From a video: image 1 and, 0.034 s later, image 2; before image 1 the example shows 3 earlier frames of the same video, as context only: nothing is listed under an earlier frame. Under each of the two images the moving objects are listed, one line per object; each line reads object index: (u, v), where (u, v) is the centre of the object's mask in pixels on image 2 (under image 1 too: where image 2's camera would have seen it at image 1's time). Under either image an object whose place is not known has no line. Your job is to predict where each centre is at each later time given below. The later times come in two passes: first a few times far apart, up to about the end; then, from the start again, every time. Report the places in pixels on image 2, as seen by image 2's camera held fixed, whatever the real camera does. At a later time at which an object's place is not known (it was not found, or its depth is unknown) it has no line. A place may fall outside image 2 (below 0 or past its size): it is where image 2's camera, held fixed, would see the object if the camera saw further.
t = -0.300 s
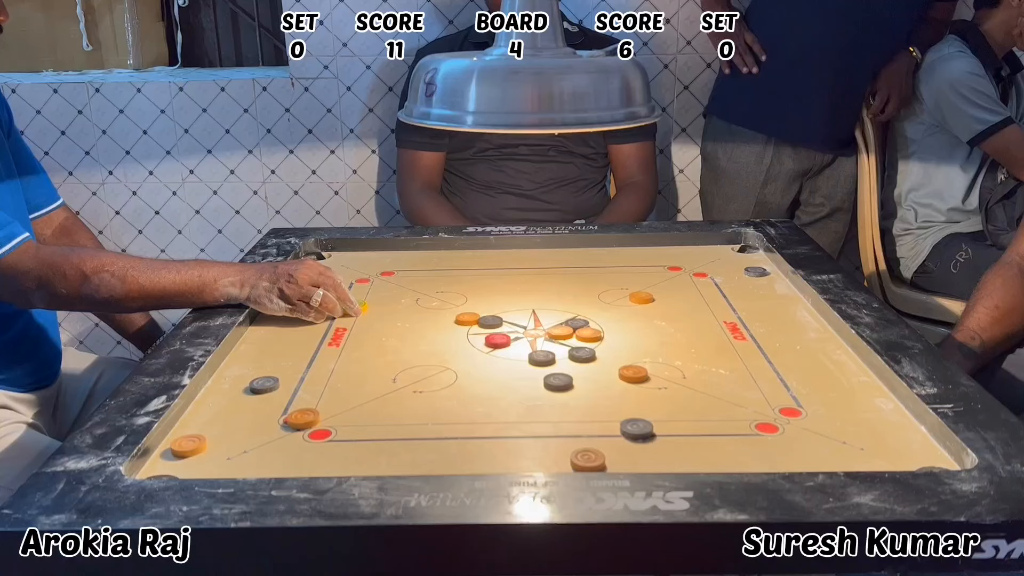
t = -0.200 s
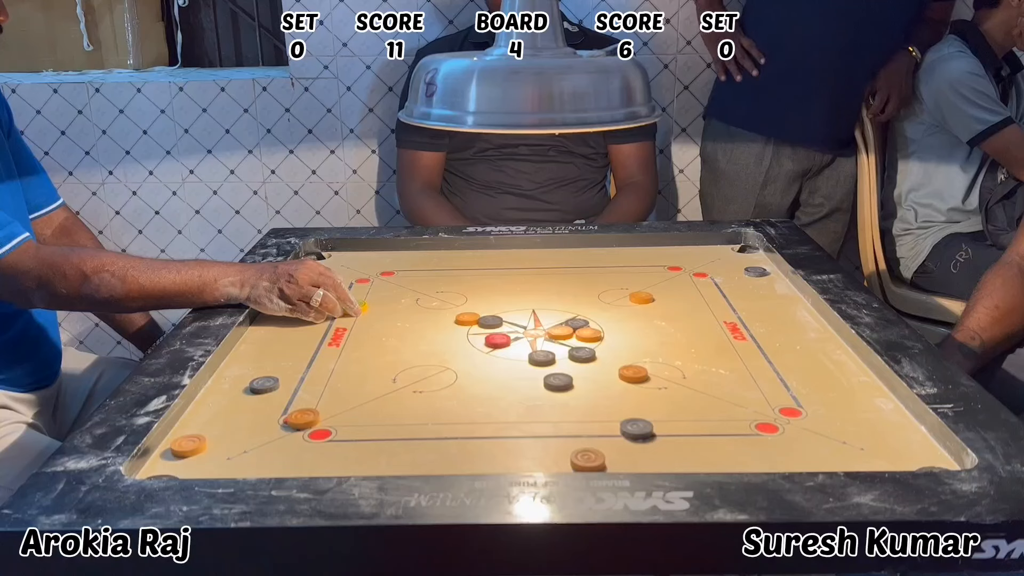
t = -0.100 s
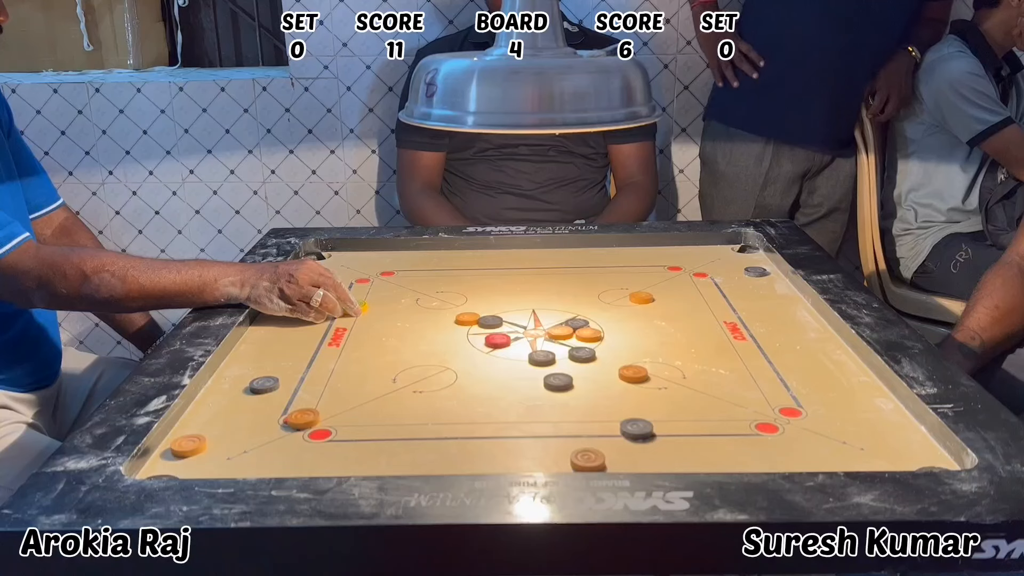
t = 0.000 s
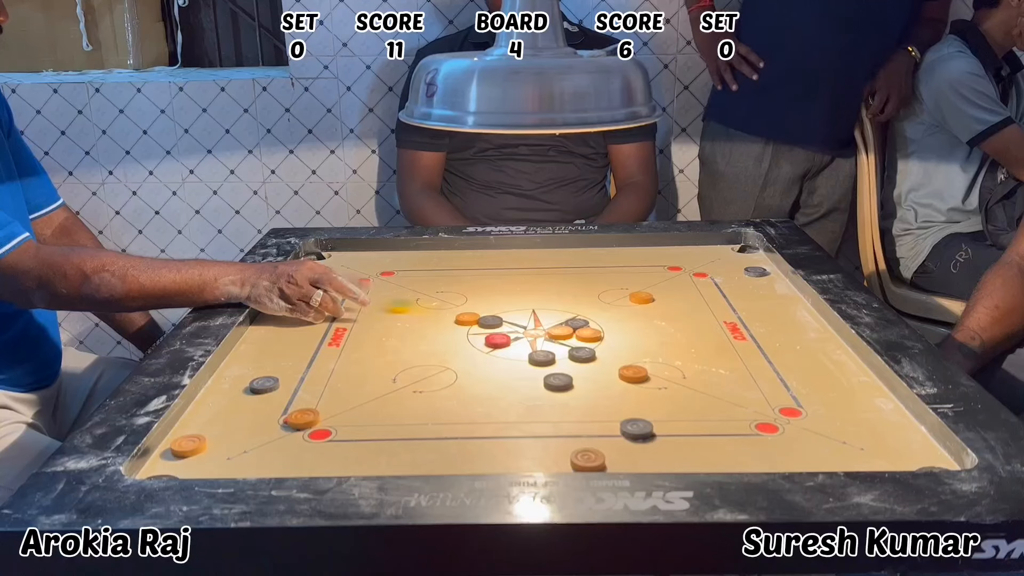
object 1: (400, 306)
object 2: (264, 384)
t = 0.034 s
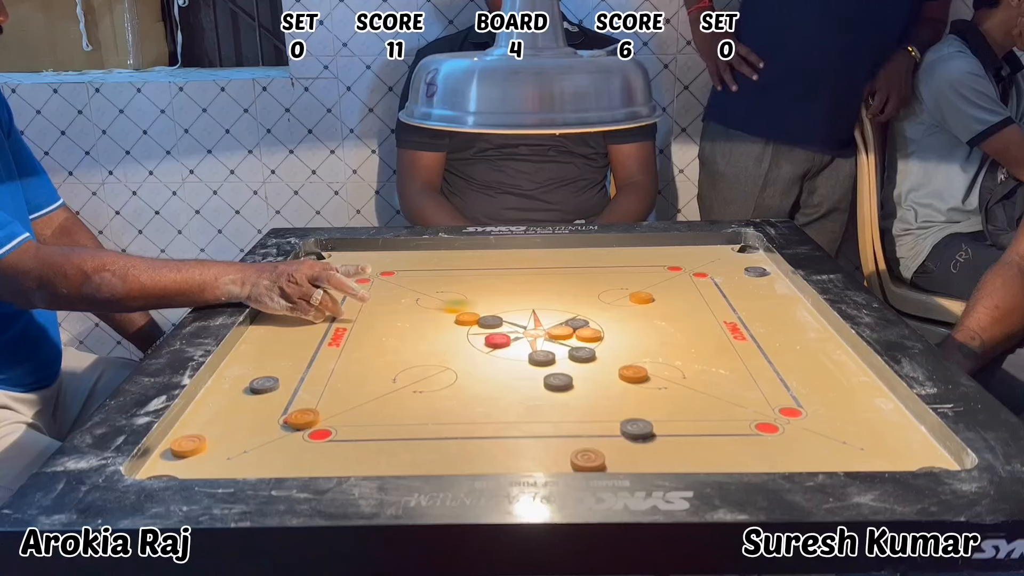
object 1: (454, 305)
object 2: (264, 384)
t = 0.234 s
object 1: (753, 317)
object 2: (261, 385)
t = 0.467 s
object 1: (638, 347)
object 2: (261, 384)
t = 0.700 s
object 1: (547, 358)
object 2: (261, 384)
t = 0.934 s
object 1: (520, 360)
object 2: (208, 403)
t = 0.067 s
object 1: (513, 304)
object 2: (264, 384)
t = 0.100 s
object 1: (569, 305)
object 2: (264, 384)
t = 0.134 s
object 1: (625, 305)
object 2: (261, 385)
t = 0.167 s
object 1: (667, 308)
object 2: (261, 385)
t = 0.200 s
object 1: (711, 313)
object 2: (261, 385)
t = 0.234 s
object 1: (753, 317)
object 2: (261, 385)
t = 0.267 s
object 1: (798, 321)
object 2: (261, 385)
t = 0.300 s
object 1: (790, 325)
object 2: (261, 384)
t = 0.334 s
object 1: (759, 330)
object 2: (261, 384)
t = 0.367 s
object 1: (728, 334)
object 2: (261, 384)
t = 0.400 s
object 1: (699, 339)
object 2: (261, 384)
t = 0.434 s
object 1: (668, 343)
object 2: (261, 384)
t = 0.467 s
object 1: (638, 347)
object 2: (261, 384)
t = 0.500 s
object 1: (609, 351)
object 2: (261, 384)
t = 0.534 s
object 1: (595, 353)
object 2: (261, 384)
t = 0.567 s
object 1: (583, 354)
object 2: (261, 384)
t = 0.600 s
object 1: (573, 355)
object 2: (261, 384)
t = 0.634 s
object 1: (563, 357)
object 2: (261, 384)
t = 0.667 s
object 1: (555, 358)
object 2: (261, 384)
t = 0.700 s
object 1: (547, 358)
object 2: (261, 384)
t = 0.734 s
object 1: (541, 359)
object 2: (261, 384)
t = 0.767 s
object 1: (535, 359)
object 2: (261, 384)
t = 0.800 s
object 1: (530, 360)
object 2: (252, 387)
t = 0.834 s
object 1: (526, 360)
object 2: (239, 392)
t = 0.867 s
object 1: (523, 360)
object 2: (227, 396)
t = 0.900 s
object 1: (521, 361)
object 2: (217, 400)
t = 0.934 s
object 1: (520, 360)
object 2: (208, 403)
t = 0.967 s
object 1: (519, 361)
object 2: (201, 406)
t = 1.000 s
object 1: (518, 360)
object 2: (199, 407)
